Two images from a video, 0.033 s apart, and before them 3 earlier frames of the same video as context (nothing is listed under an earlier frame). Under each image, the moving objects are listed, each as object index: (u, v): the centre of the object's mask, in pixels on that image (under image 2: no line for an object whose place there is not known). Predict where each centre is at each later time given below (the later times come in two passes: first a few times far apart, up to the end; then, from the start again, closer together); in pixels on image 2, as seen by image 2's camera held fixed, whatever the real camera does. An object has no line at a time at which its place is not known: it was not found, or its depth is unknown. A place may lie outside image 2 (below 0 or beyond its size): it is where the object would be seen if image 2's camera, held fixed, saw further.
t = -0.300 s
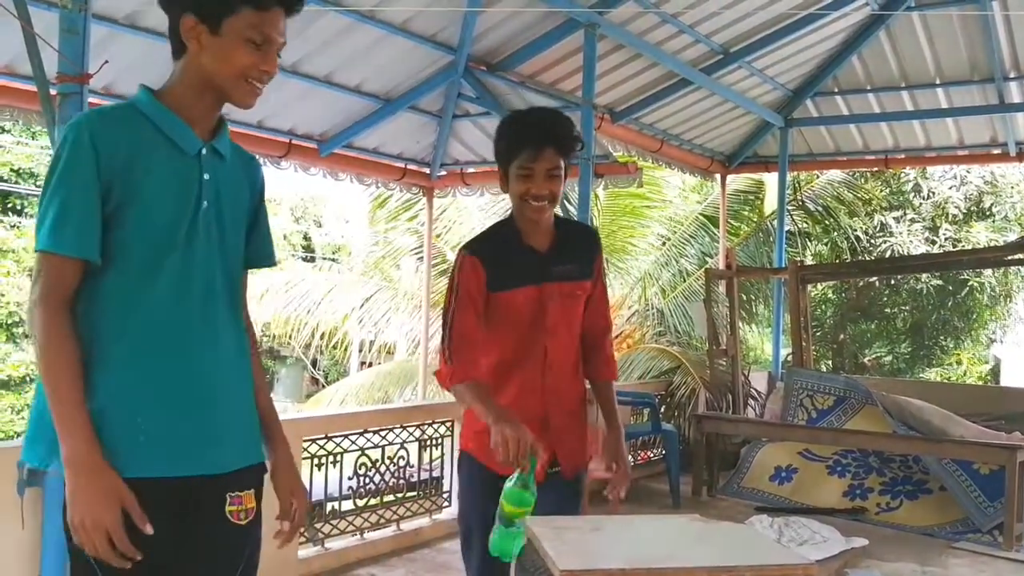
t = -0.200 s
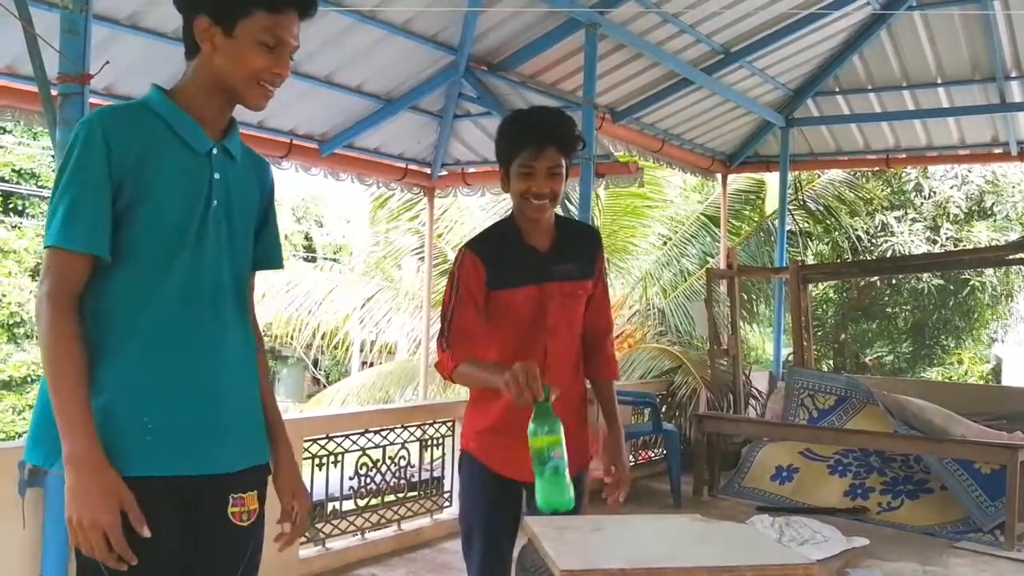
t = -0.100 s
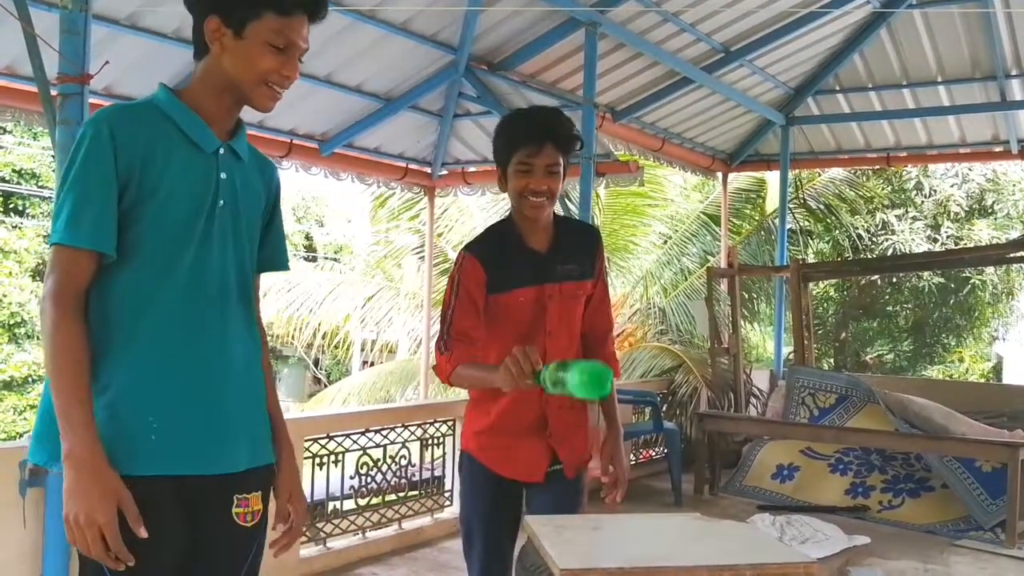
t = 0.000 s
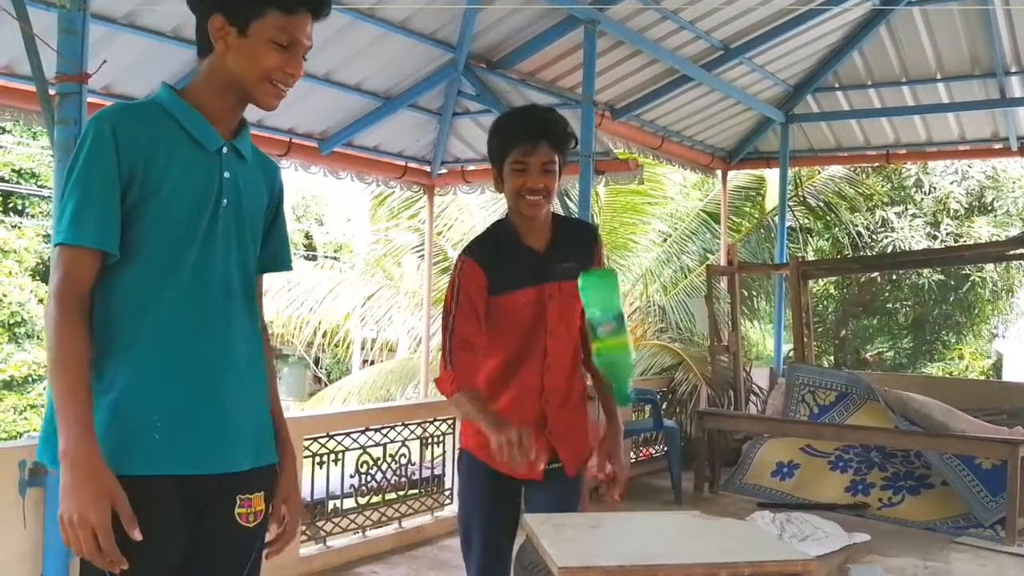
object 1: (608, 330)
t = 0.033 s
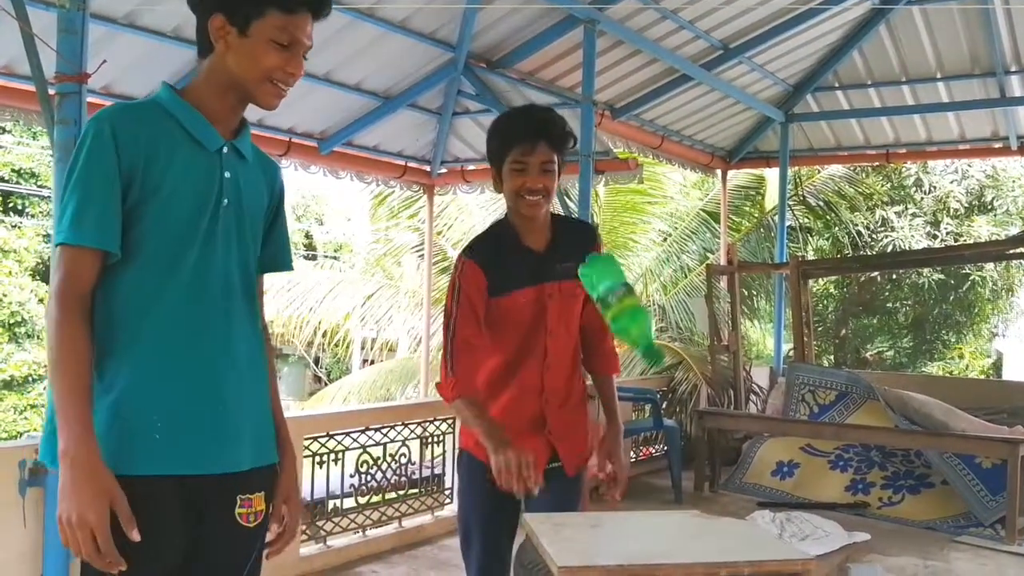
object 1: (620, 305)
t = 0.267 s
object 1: (651, 367)
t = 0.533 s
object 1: (670, 509)
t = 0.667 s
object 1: (666, 510)
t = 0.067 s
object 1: (628, 282)
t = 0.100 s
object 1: (634, 268)
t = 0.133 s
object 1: (637, 265)
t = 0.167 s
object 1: (639, 275)
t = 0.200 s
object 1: (642, 295)
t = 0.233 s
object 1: (646, 327)
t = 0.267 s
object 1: (651, 367)
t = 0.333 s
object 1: (662, 458)
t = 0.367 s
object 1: (663, 472)
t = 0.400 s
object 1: (667, 496)
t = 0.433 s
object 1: (670, 504)
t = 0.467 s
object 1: (670, 502)
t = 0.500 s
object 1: (670, 504)
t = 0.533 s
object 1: (670, 509)
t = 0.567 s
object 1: (670, 510)
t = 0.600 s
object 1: (669, 510)
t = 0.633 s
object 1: (667, 510)
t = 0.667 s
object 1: (666, 510)
